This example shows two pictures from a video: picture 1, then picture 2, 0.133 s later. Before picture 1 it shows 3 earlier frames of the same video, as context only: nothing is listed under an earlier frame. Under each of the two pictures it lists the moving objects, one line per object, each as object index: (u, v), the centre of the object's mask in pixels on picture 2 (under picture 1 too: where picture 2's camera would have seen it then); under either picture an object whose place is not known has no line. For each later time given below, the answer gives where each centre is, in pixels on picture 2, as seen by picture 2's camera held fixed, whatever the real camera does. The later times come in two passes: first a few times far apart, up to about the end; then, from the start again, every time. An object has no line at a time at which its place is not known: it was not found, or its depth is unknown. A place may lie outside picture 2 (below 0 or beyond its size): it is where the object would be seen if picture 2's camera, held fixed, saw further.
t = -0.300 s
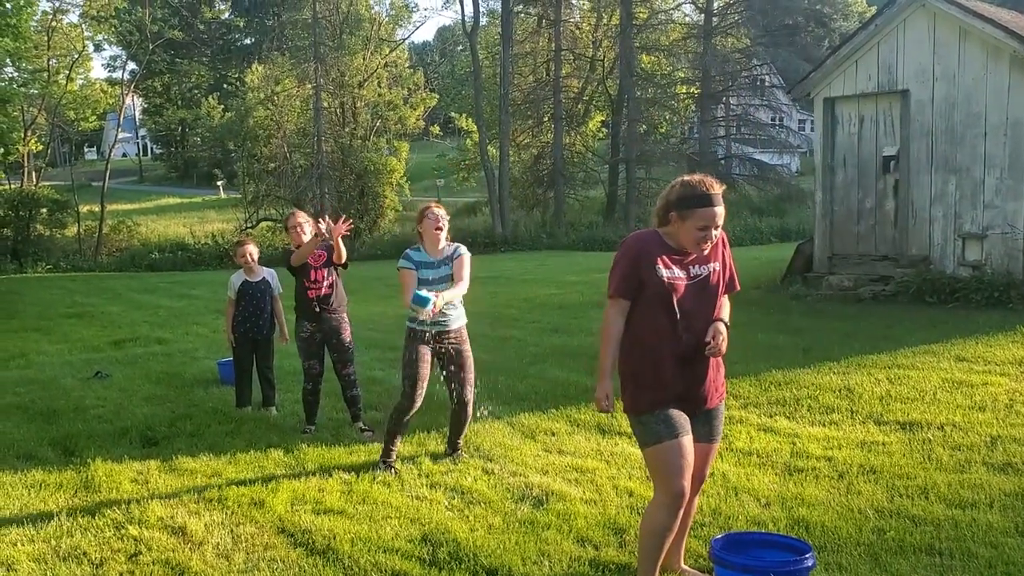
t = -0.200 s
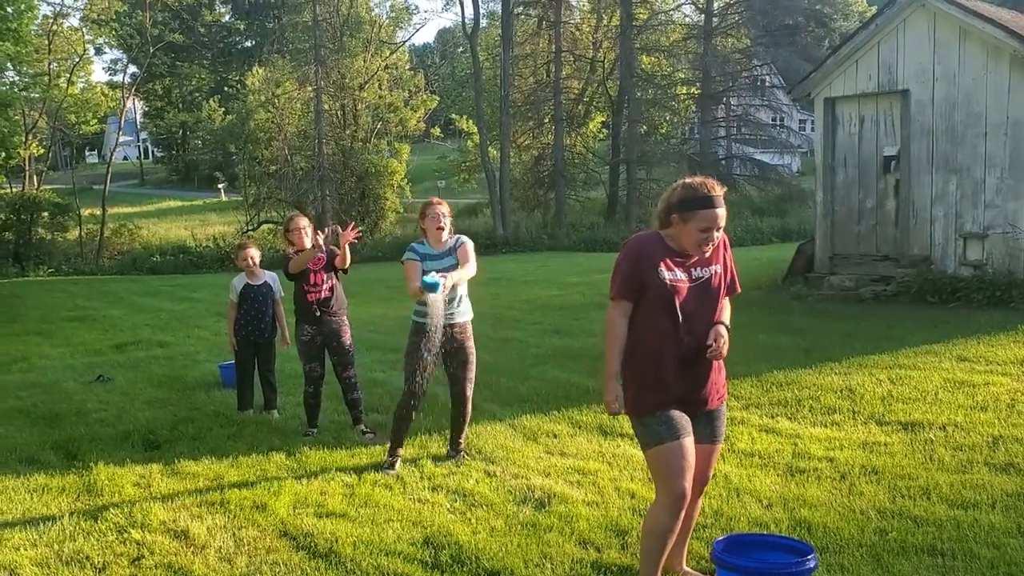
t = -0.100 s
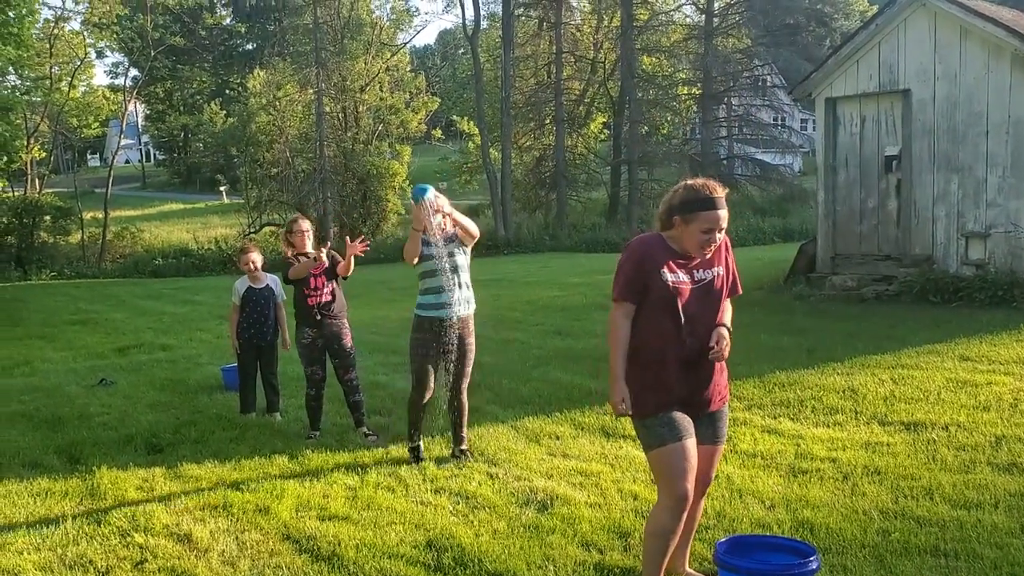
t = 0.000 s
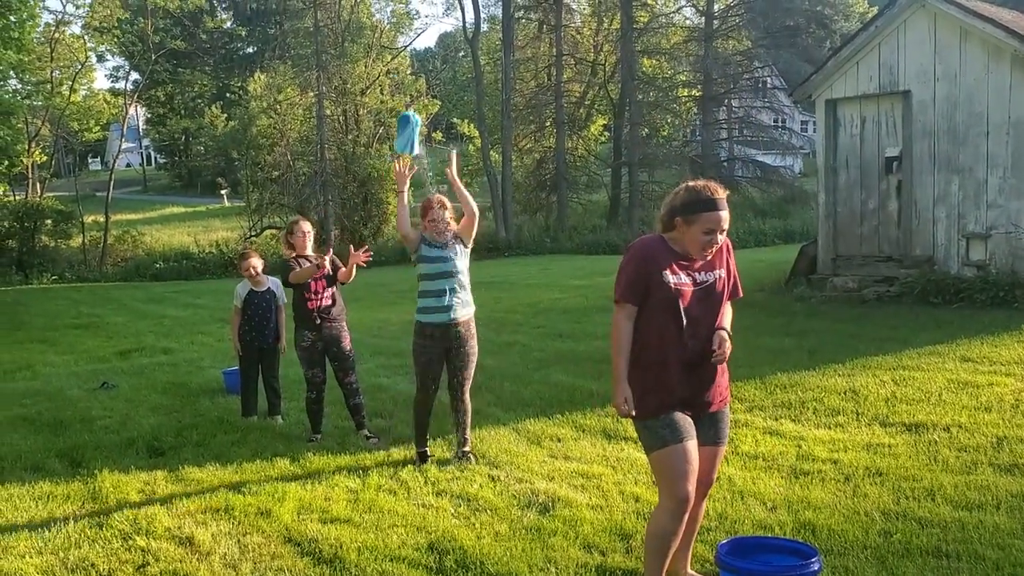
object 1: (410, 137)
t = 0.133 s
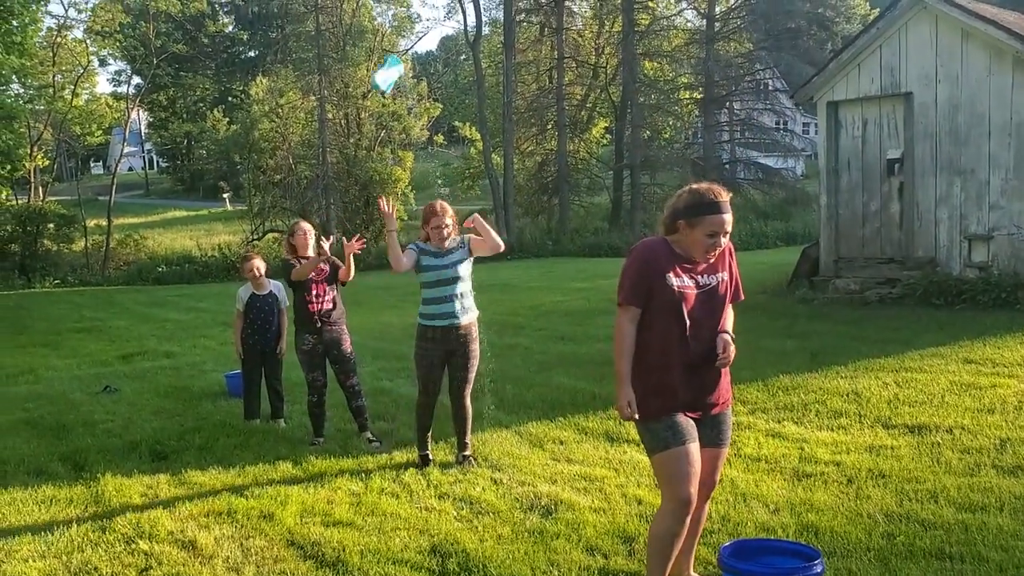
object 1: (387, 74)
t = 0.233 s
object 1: (373, 51)
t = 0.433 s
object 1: (353, 57)
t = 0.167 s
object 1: (384, 64)
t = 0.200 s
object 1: (378, 56)
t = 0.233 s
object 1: (373, 51)
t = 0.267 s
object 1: (370, 47)
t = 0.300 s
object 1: (366, 46)
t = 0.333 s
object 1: (363, 46)
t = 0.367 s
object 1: (360, 47)
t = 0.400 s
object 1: (356, 51)
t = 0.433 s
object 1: (353, 57)
